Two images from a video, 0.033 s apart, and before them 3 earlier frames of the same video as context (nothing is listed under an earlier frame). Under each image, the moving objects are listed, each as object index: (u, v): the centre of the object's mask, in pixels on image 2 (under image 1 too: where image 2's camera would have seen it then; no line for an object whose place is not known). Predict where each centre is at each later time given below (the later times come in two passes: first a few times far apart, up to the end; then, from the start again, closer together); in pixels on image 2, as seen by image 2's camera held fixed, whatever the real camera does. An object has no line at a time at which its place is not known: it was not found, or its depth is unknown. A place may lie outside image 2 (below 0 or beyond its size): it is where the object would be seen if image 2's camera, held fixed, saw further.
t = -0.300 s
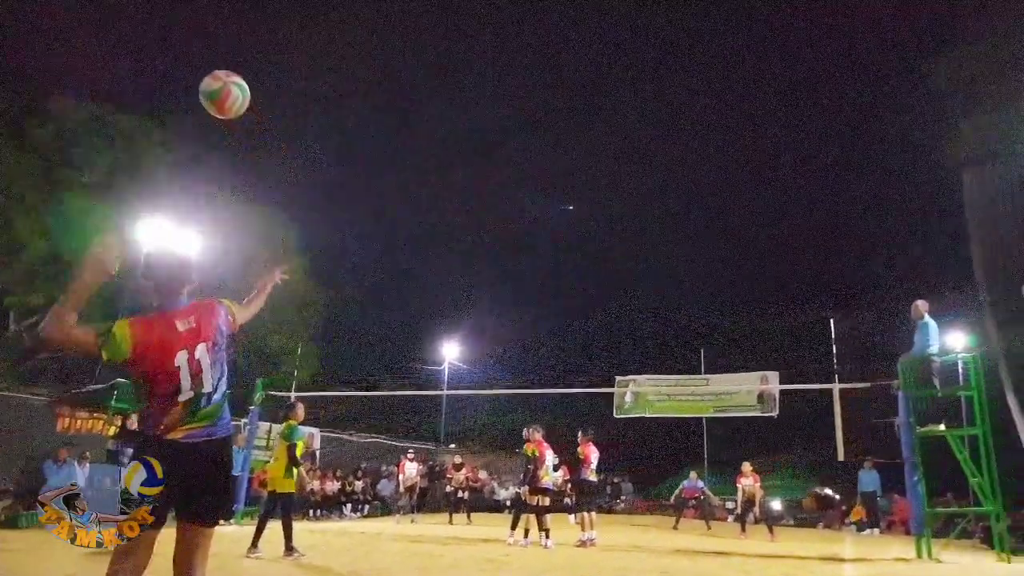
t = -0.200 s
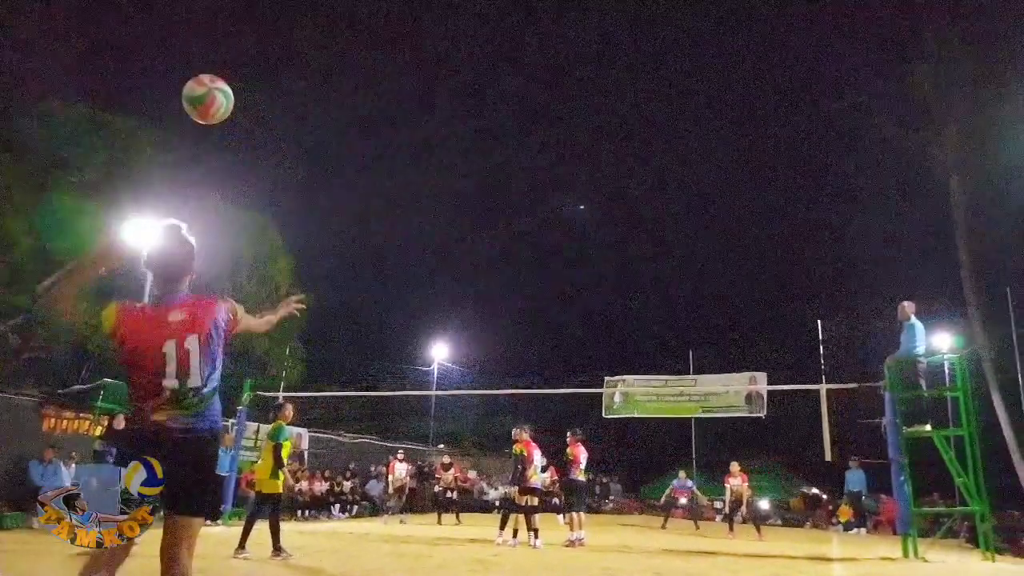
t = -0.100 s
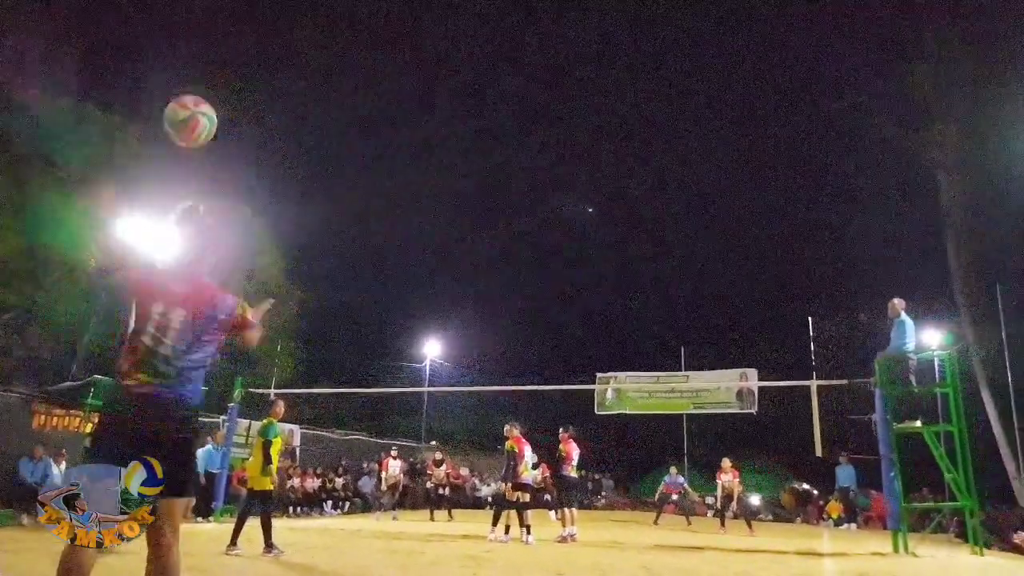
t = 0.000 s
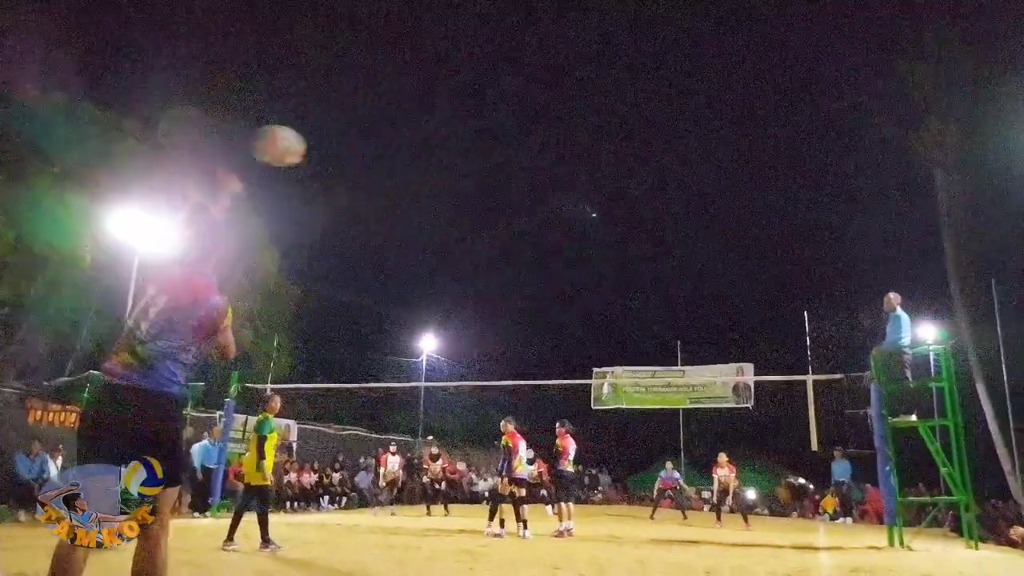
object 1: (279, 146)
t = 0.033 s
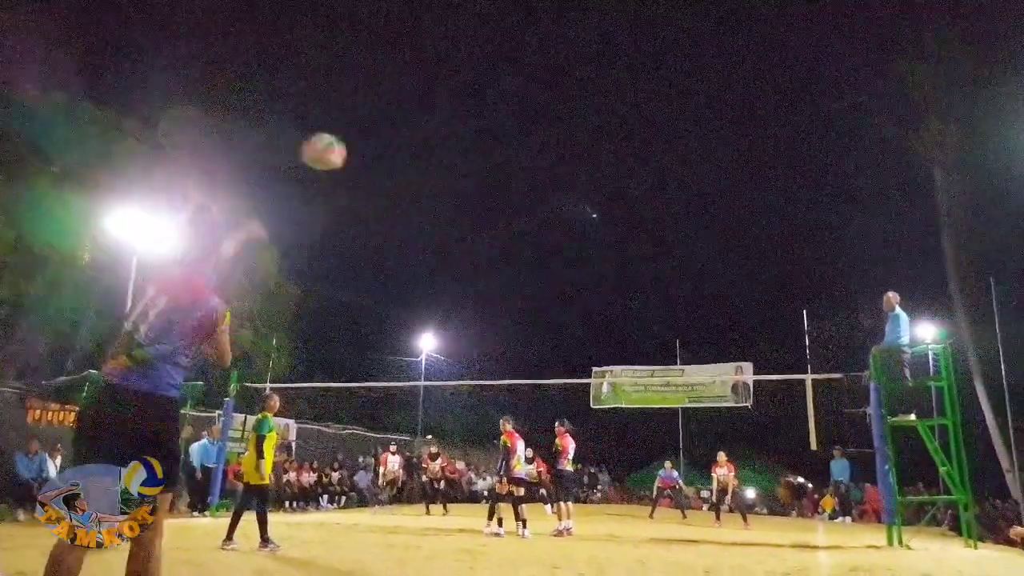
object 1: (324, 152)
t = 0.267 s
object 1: (488, 202)
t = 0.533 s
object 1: (565, 263)
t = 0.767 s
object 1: (600, 322)
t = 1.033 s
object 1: (625, 406)
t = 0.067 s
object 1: (359, 159)
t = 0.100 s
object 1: (390, 166)
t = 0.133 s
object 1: (415, 173)
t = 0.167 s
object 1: (437, 180)
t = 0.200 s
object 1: (456, 188)
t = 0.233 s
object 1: (473, 195)
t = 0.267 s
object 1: (488, 202)
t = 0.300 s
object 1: (502, 209)
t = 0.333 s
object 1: (513, 215)
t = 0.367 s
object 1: (524, 223)
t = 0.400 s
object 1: (534, 231)
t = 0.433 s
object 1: (543, 238)
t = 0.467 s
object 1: (551, 246)
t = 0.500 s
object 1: (558, 254)
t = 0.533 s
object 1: (565, 263)
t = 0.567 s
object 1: (571, 271)
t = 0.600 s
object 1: (577, 279)
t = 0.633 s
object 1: (582, 287)
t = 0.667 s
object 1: (587, 295)
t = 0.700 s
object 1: (592, 304)
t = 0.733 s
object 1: (596, 312)
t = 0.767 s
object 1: (600, 322)
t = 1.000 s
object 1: (623, 395)
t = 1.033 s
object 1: (625, 406)
